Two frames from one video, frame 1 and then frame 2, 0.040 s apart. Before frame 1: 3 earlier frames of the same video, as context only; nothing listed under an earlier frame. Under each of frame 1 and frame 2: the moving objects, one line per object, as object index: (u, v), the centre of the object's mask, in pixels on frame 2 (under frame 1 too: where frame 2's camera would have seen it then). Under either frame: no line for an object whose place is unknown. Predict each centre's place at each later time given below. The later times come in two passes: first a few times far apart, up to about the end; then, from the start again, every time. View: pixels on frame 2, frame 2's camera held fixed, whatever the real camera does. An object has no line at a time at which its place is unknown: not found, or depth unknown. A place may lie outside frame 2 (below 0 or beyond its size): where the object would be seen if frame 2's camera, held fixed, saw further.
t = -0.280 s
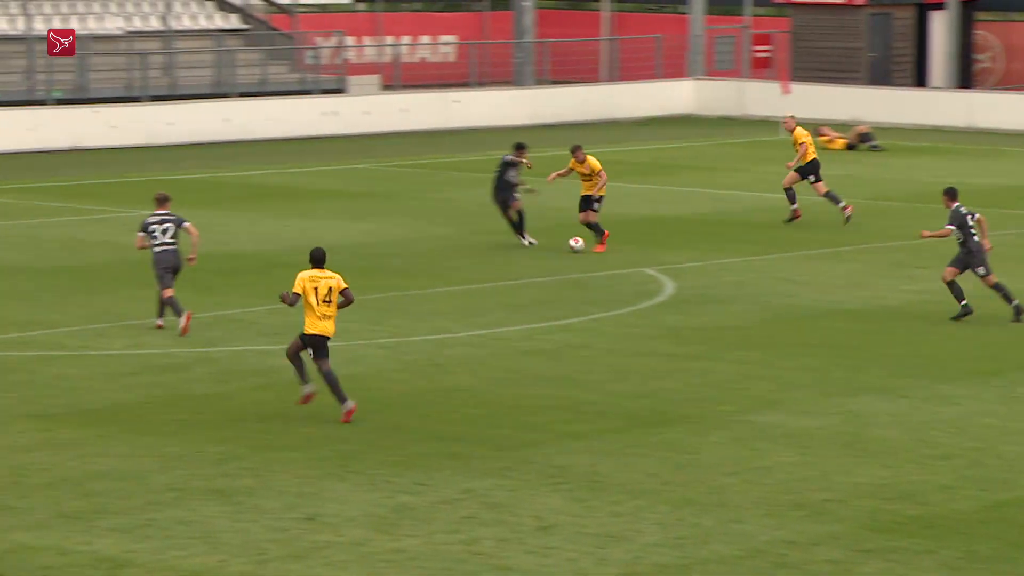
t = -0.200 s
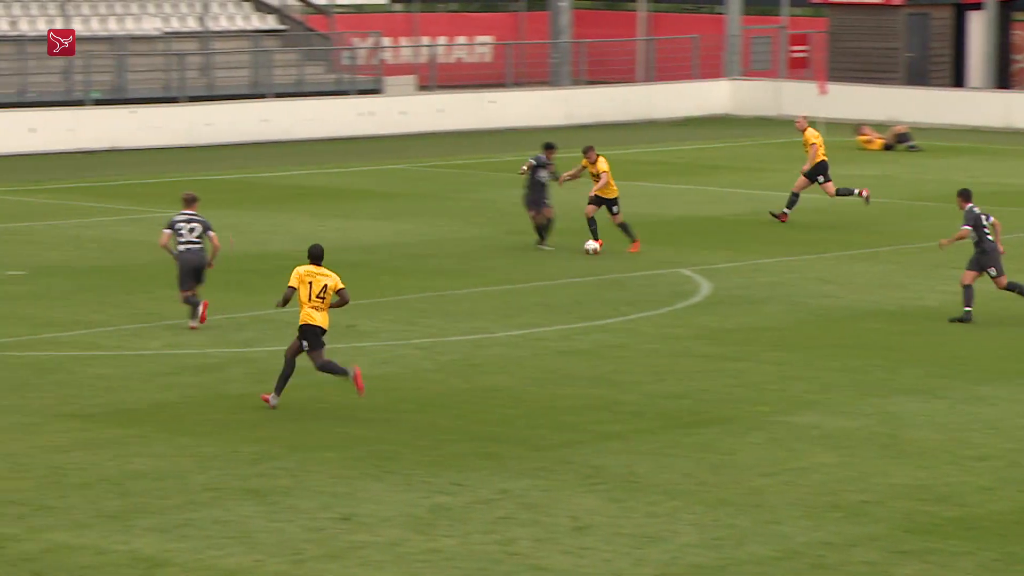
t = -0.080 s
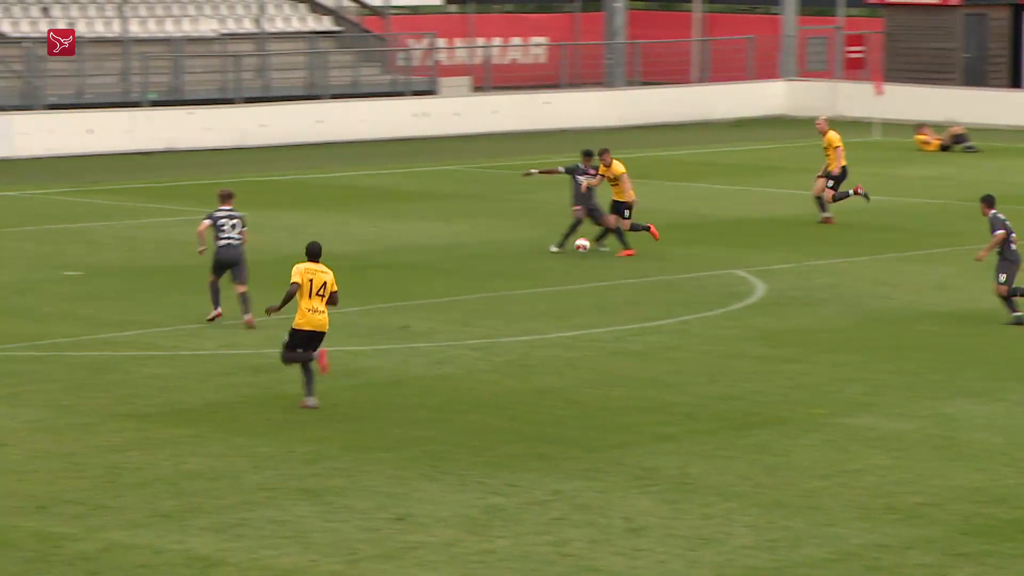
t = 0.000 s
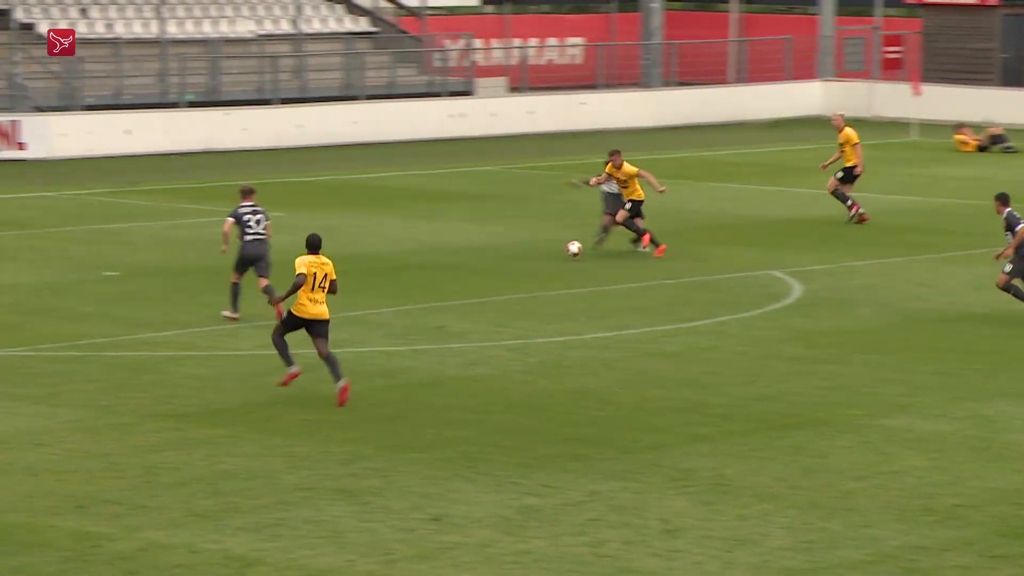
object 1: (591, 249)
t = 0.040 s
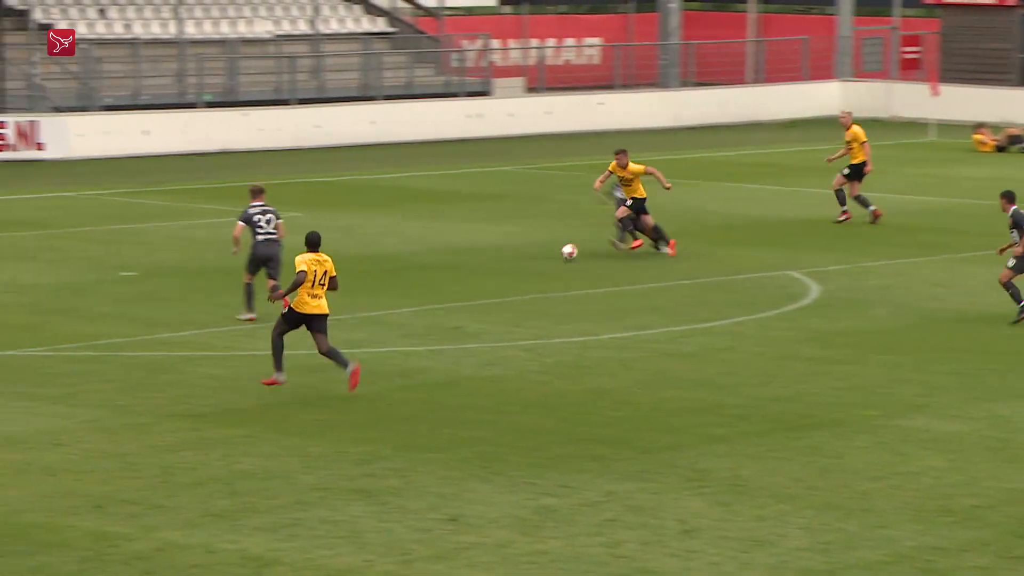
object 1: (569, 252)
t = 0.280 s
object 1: (455, 256)
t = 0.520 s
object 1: (365, 261)
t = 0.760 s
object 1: (285, 265)
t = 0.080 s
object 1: (547, 256)
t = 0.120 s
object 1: (528, 255)
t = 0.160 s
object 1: (510, 253)
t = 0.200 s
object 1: (492, 253)
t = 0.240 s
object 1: (474, 254)
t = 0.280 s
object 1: (455, 256)
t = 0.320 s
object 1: (437, 259)
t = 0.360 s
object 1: (421, 260)
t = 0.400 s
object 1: (407, 259)
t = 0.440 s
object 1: (393, 258)
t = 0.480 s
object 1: (379, 259)
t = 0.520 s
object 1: (365, 261)
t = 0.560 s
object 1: (351, 263)
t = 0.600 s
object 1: (338, 262)
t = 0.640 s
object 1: (325, 260)
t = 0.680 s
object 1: (312, 261)
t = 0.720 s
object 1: (298, 263)
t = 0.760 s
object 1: (285, 265)
